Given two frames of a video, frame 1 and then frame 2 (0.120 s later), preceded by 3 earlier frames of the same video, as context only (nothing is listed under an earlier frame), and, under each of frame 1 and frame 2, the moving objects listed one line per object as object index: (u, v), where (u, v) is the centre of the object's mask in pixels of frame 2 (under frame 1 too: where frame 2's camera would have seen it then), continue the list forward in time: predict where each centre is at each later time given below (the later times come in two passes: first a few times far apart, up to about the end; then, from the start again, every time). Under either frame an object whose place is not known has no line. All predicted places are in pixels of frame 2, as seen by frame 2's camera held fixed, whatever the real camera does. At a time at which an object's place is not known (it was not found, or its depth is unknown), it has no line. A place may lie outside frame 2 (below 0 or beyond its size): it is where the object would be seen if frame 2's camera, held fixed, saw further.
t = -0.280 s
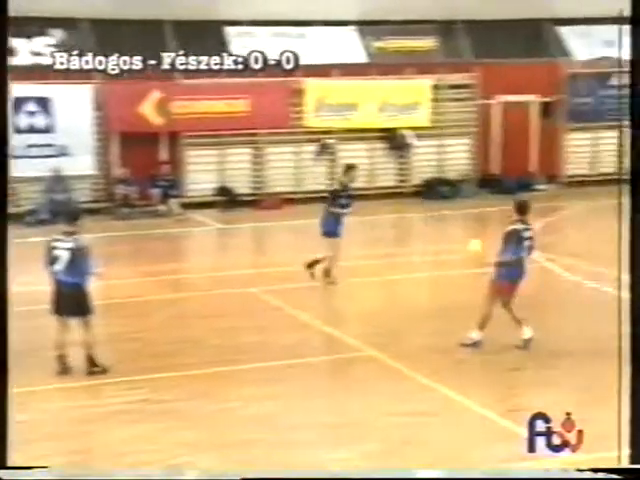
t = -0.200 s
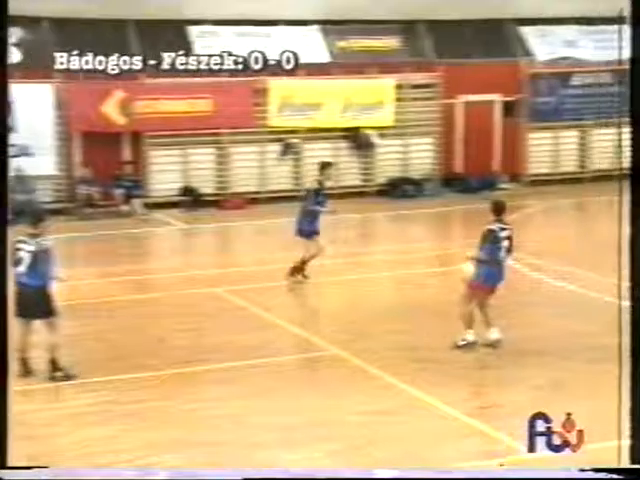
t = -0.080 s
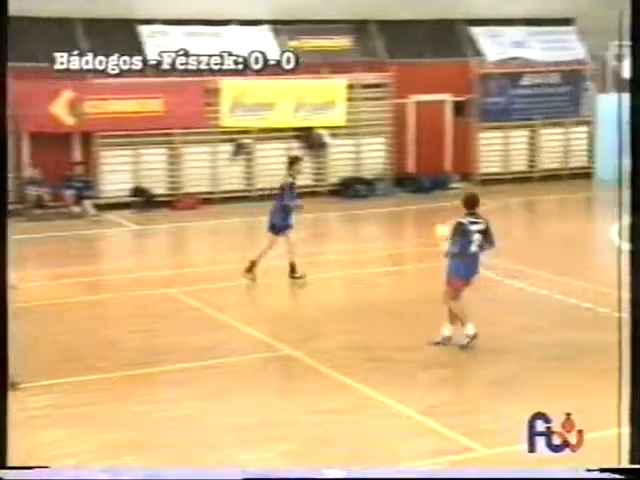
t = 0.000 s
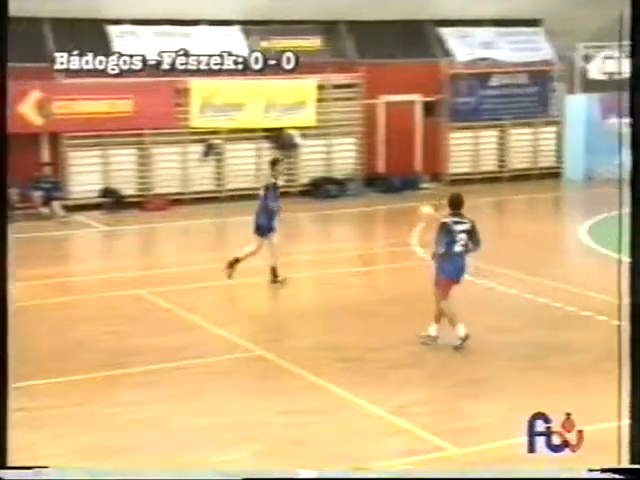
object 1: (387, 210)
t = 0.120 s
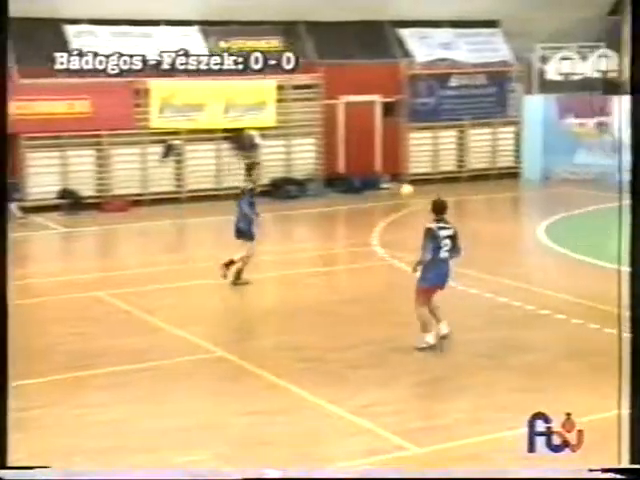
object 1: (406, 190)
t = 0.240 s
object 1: (427, 180)
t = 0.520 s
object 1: (471, 187)
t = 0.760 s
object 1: (505, 233)
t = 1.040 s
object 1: (546, 215)
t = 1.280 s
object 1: (578, 199)
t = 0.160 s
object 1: (413, 184)
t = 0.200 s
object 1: (420, 181)
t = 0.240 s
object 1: (427, 180)
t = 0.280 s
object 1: (434, 177)
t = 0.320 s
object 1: (440, 177)
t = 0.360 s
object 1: (447, 177)
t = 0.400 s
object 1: (453, 178)
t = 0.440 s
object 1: (459, 179)
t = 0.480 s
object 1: (465, 183)
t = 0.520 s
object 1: (471, 187)
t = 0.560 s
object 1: (477, 192)
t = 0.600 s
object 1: (483, 198)
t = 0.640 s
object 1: (489, 205)
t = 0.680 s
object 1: (495, 214)
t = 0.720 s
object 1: (499, 224)
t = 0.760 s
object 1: (505, 233)
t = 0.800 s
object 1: (510, 245)
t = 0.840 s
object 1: (515, 257)
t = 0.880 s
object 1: (521, 247)
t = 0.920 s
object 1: (526, 237)
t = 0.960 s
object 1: (533, 230)
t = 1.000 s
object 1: (538, 222)
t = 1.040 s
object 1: (546, 215)
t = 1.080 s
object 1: (552, 211)
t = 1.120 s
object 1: (556, 207)
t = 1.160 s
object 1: (563, 203)
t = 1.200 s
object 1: (568, 201)
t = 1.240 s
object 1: (572, 201)
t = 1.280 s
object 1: (578, 199)
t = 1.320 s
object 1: (583, 199)
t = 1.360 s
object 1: (588, 200)
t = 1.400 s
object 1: (594, 202)
